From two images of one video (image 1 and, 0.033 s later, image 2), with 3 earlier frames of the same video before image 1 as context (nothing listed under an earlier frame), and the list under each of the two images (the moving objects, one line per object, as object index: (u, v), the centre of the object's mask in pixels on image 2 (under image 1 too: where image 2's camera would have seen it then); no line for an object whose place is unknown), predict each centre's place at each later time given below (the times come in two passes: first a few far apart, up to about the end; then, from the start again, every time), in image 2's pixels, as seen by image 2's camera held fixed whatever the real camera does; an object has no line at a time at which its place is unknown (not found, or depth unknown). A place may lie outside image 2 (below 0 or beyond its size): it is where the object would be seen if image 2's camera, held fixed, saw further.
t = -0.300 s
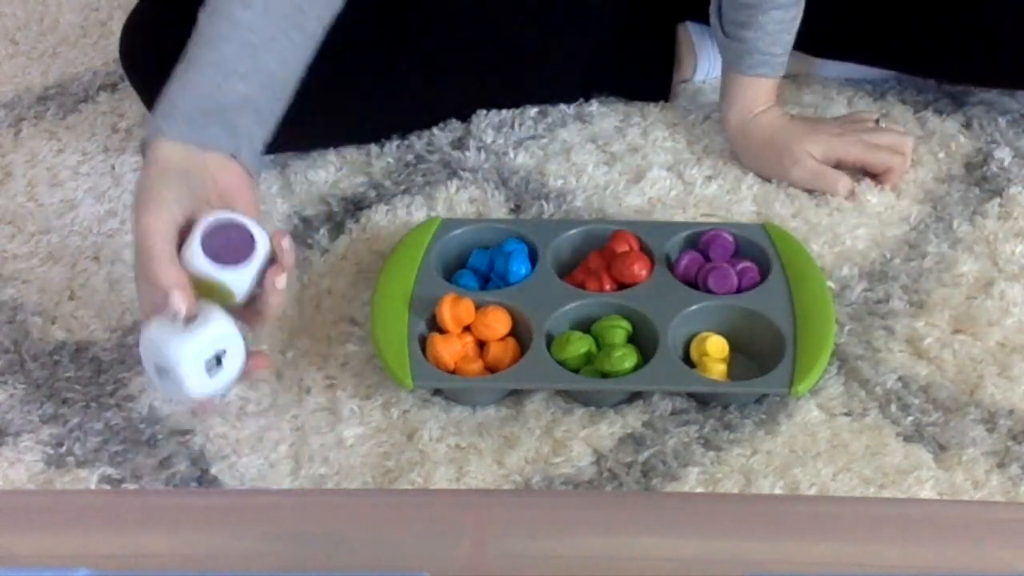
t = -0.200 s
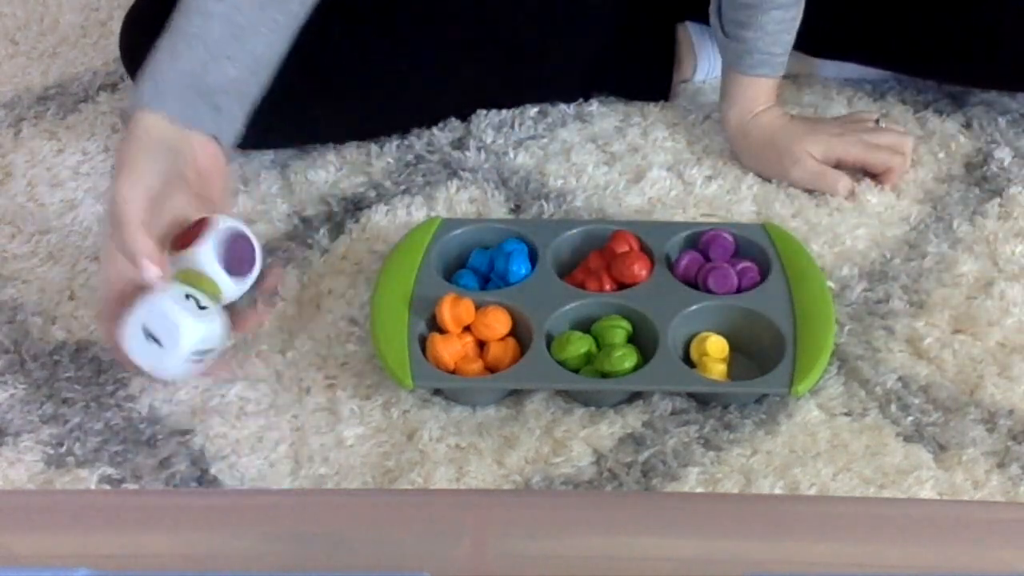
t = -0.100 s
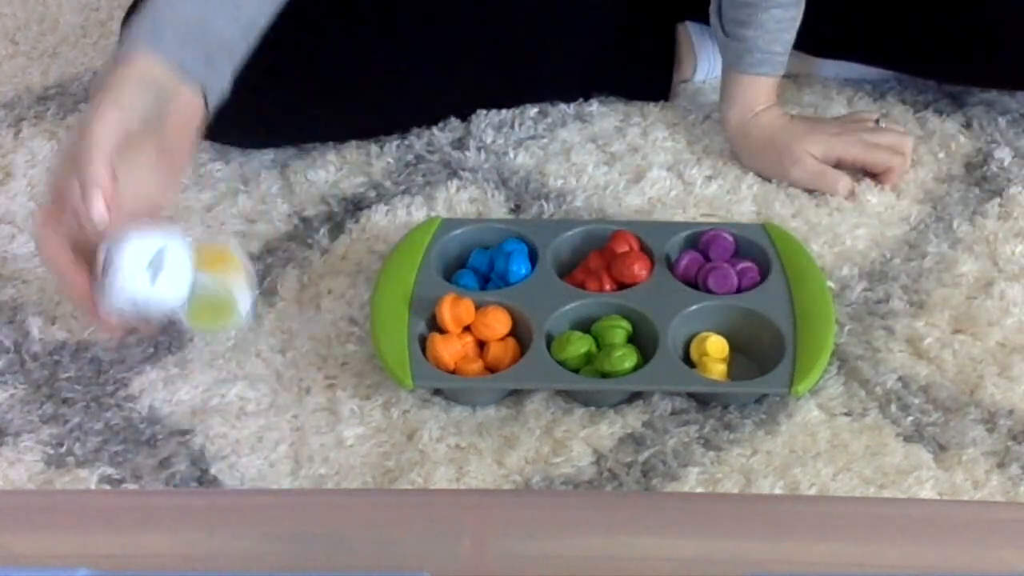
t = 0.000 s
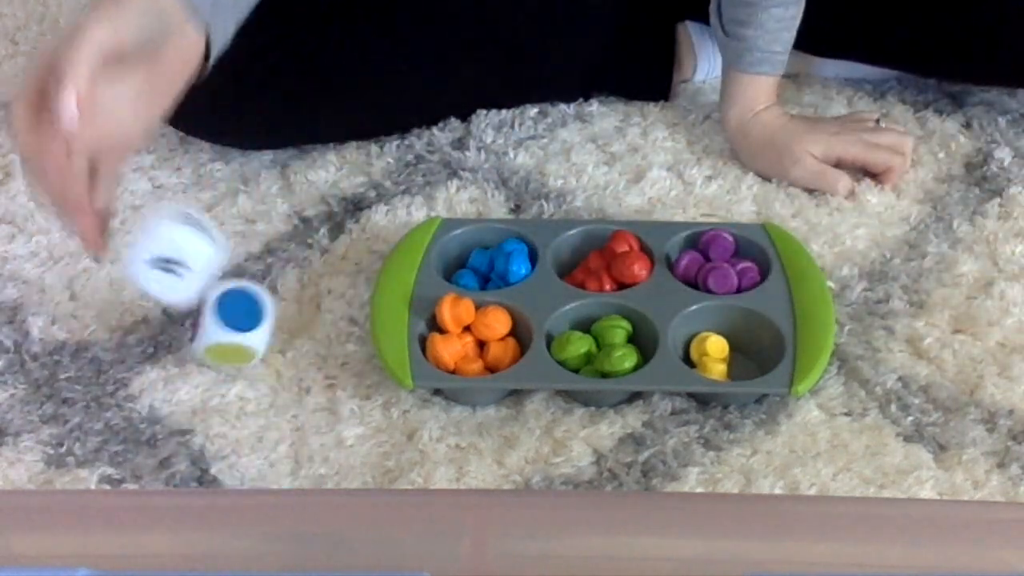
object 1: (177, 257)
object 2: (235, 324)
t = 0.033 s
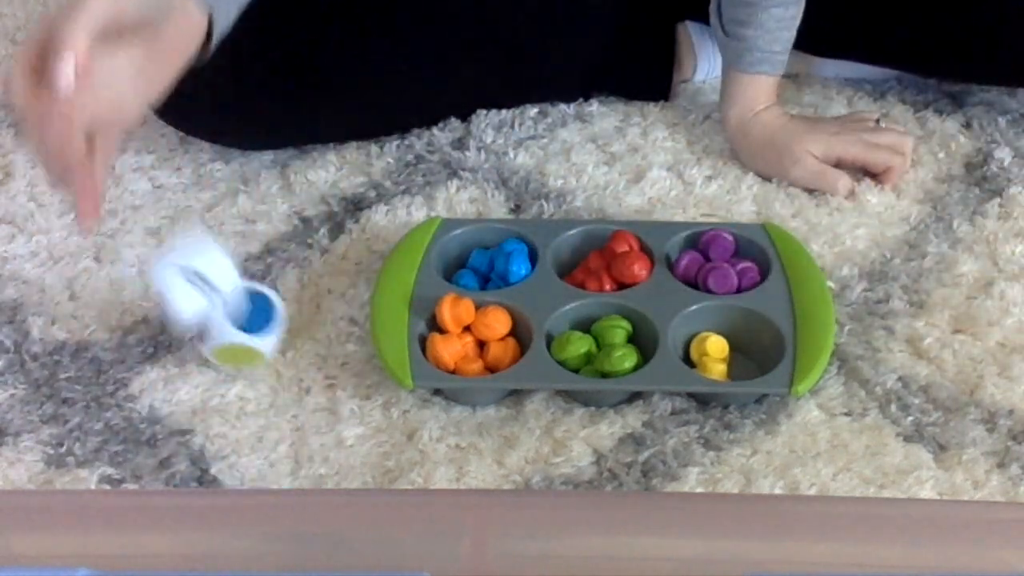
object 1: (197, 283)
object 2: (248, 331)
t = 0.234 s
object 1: (275, 439)
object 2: (235, 310)
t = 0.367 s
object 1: (339, 460)
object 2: (236, 313)
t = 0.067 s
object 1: (212, 316)
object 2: (263, 338)
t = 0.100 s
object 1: (217, 337)
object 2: (264, 304)
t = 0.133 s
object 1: (227, 376)
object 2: (249, 307)
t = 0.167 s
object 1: (238, 405)
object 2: (243, 312)
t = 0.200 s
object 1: (252, 412)
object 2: (239, 311)
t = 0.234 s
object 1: (275, 439)
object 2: (235, 310)
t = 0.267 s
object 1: (291, 448)
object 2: (233, 309)
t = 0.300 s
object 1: (314, 454)
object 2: (234, 310)
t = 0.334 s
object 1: (330, 458)
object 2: (236, 312)
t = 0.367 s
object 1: (339, 460)
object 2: (236, 313)
